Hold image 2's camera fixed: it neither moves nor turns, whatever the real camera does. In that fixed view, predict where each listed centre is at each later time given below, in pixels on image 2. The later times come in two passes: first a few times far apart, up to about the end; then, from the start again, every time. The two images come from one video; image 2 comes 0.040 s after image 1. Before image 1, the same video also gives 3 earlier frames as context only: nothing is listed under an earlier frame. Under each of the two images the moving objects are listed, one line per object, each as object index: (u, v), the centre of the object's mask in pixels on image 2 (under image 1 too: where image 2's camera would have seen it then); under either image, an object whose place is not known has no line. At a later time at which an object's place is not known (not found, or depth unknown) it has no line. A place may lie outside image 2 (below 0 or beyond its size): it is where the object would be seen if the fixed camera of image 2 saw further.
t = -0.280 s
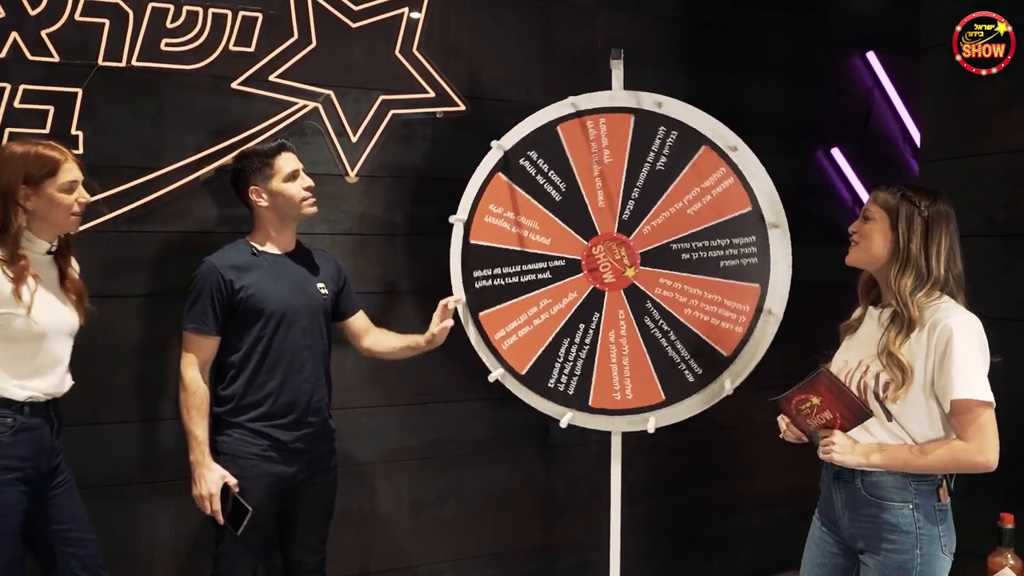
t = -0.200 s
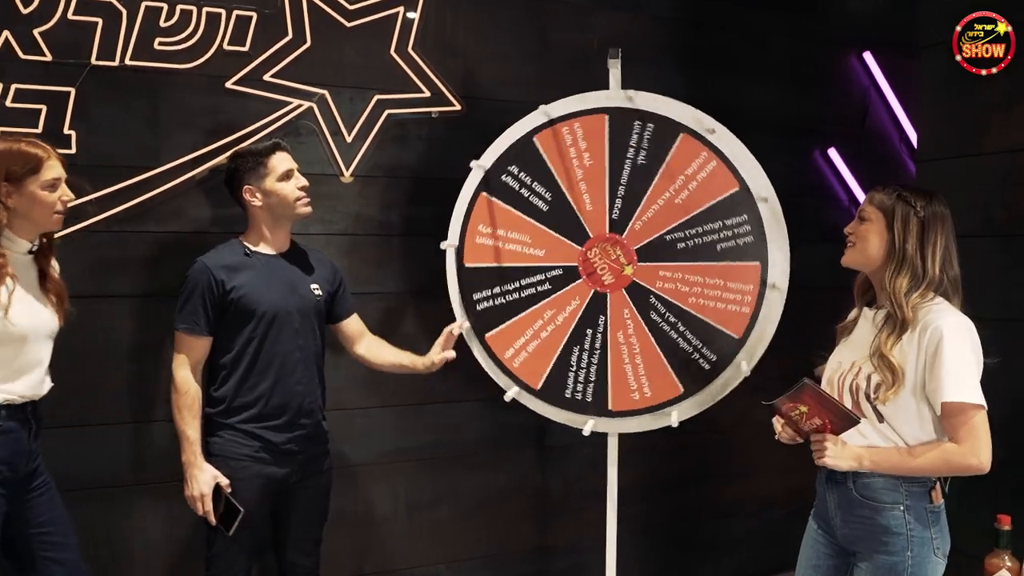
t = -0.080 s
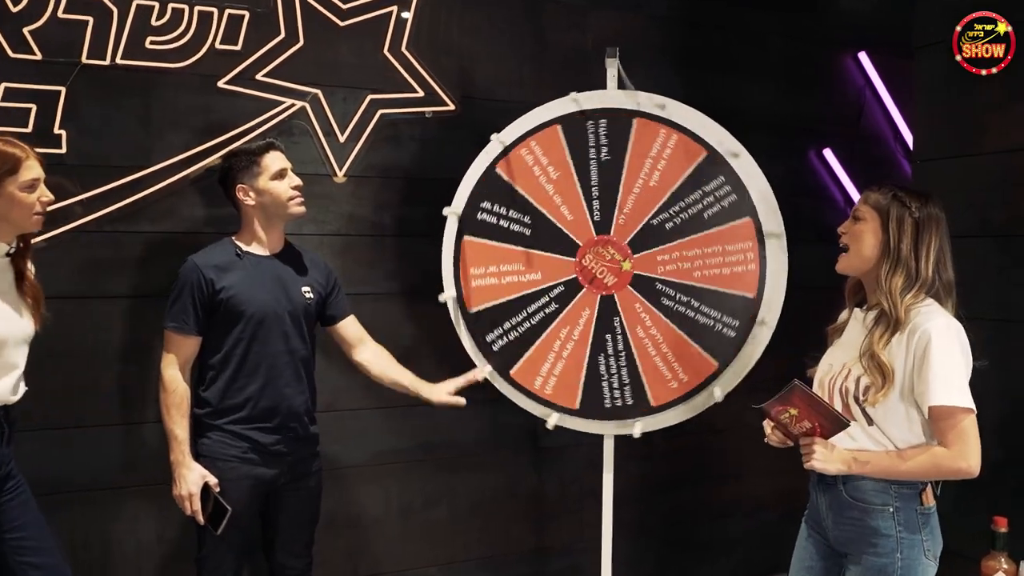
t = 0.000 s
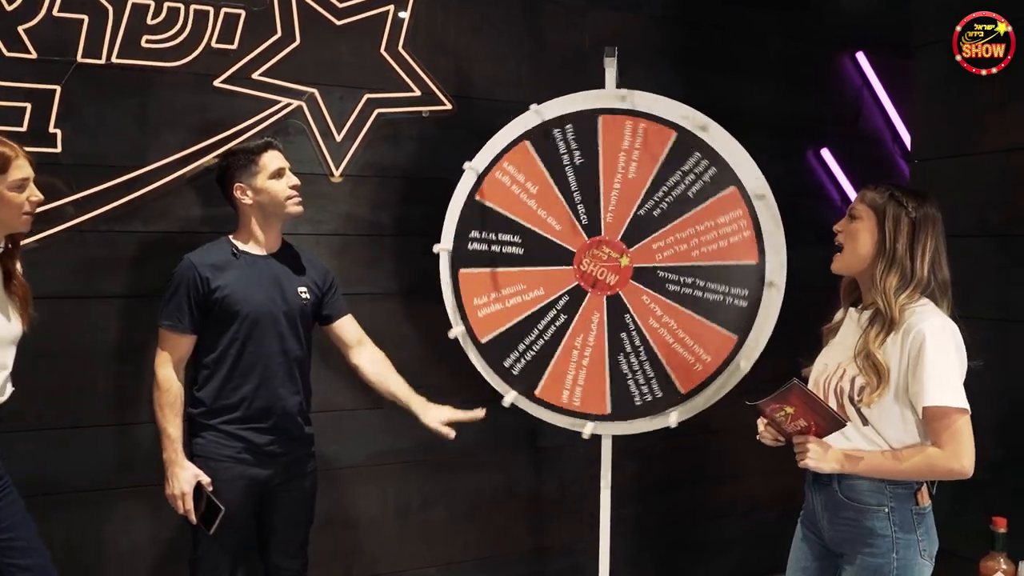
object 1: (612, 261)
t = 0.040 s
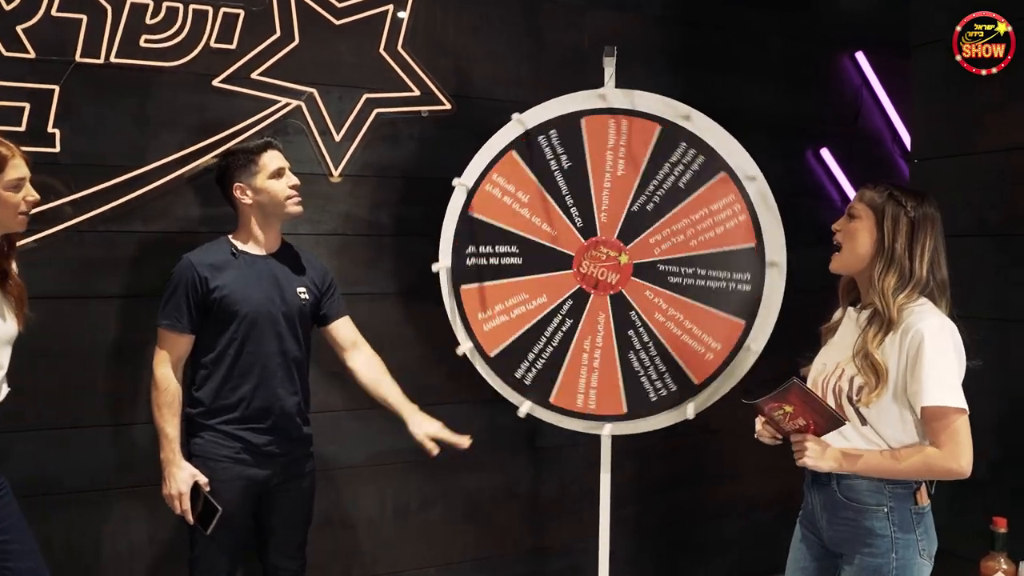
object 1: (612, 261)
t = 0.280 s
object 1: (608, 261)
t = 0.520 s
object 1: (608, 258)
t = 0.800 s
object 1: (605, 252)
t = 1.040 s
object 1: (603, 254)
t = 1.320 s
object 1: (605, 256)
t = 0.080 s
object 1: (612, 261)
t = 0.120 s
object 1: (611, 261)
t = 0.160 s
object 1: (611, 261)
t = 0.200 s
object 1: (610, 261)
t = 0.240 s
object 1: (609, 261)
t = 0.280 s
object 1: (608, 261)
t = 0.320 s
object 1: (608, 260)
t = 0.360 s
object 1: (608, 260)
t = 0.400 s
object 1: (608, 260)
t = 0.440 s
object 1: (608, 260)
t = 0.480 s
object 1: (608, 260)
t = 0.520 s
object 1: (608, 258)
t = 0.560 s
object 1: (607, 258)
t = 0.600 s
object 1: (606, 256)
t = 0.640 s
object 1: (604, 253)
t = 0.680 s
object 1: (605, 251)
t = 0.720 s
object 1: (604, 251)
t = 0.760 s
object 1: (606, 253)
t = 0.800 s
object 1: (605, 252)
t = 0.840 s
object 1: (606, 252)
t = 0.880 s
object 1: (605, 249)
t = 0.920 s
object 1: (605, 249)
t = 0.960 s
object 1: (605, 251)
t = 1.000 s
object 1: (604, 253)
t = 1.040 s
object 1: (603, 254)
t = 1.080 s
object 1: (603, 254)
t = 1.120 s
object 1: (602, 253)
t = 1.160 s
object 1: (602, 252)
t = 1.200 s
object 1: (603, 253)
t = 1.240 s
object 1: (604, 255)
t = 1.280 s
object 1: (604, 255)
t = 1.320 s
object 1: (605, 256)
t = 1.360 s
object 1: (607, 256)
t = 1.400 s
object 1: (608, 256)
